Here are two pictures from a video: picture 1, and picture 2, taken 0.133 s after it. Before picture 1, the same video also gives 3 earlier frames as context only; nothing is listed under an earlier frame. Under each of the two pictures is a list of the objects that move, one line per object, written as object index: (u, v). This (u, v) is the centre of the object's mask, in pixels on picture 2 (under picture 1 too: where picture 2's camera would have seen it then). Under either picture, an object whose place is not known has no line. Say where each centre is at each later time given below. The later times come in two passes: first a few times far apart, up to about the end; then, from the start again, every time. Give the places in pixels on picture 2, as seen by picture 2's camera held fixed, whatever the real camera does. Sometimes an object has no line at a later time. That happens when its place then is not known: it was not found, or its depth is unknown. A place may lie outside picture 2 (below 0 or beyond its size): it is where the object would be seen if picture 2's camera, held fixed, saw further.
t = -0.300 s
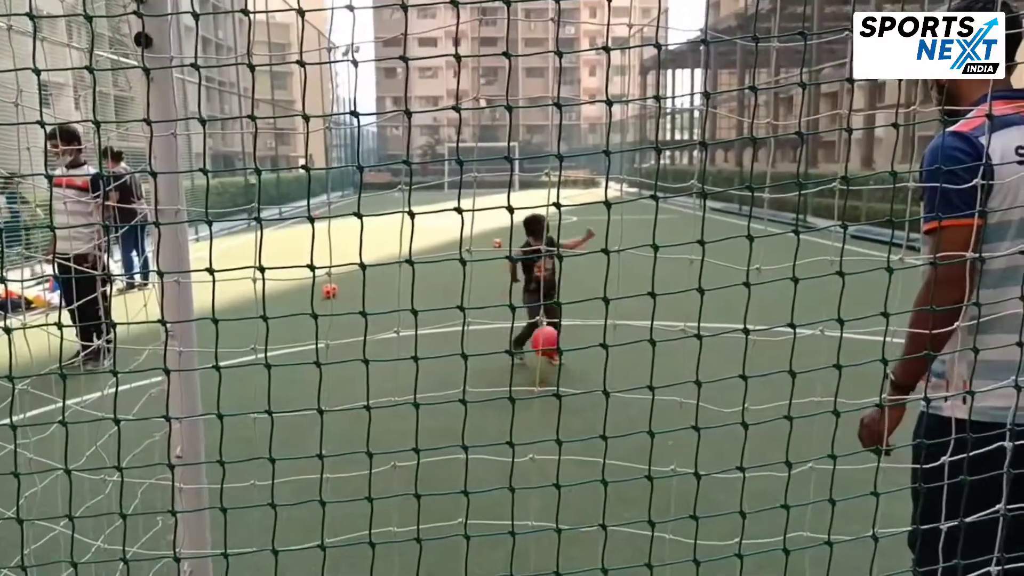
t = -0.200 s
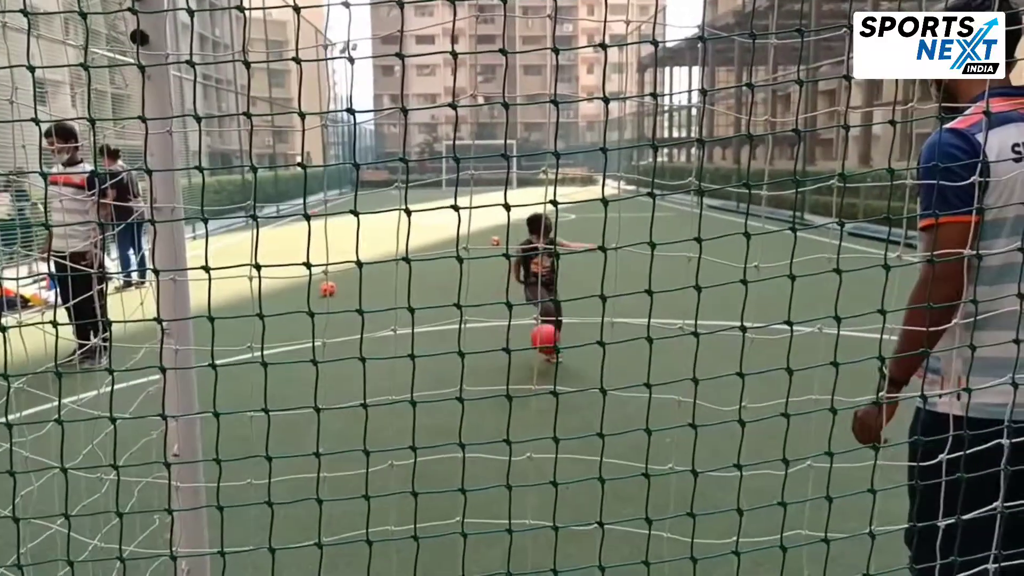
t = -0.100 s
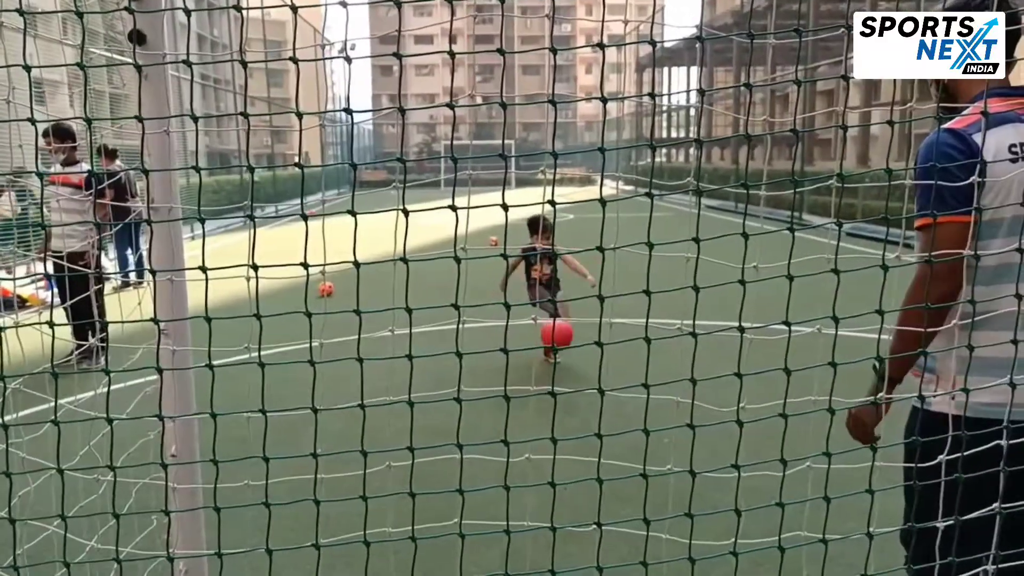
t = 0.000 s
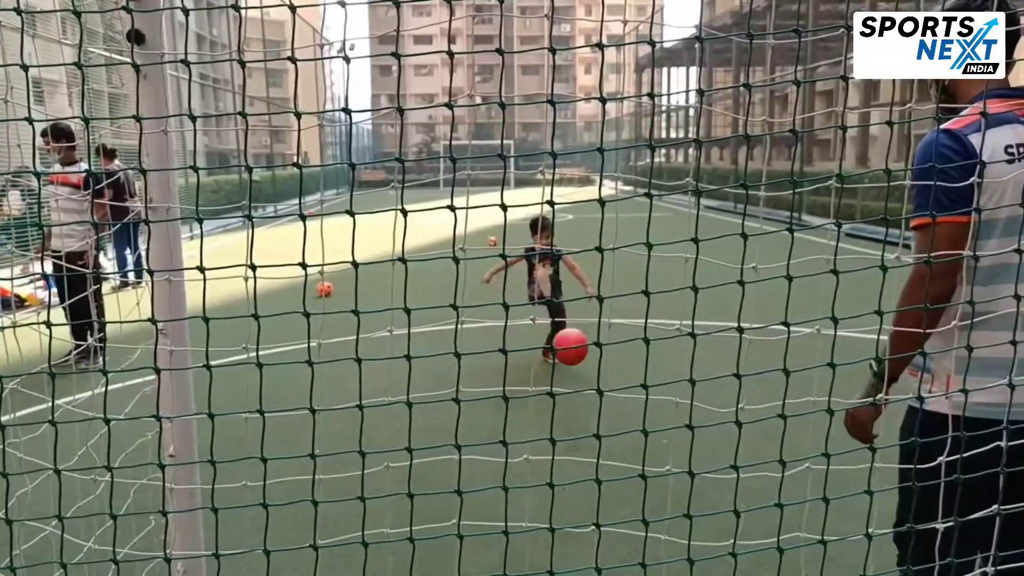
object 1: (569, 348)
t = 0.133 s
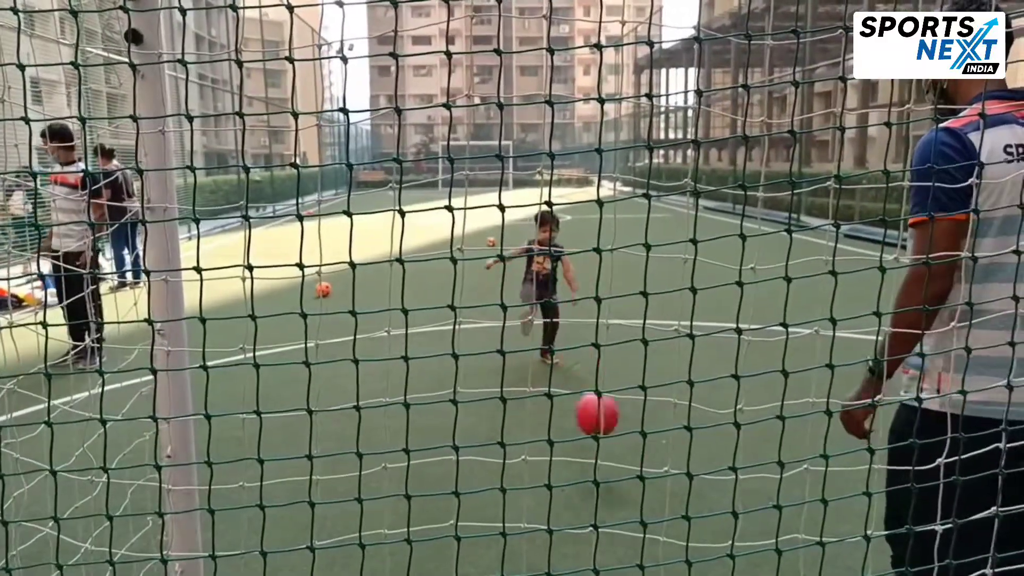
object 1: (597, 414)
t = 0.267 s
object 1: (620, 492)
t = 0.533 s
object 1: (616, 509)
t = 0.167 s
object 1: (601, 426)
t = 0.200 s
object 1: (615, 469)
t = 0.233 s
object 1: (619, 487)
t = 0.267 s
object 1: (620, 492)
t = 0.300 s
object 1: (619, 485)
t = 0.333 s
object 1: (619, 478)
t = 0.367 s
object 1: (619, 475)
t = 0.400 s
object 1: (619, 475)
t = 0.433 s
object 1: (618, 479)
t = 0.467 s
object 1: (616, 491)
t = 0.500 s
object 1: (620, 499)
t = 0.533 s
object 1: (616, 509)
